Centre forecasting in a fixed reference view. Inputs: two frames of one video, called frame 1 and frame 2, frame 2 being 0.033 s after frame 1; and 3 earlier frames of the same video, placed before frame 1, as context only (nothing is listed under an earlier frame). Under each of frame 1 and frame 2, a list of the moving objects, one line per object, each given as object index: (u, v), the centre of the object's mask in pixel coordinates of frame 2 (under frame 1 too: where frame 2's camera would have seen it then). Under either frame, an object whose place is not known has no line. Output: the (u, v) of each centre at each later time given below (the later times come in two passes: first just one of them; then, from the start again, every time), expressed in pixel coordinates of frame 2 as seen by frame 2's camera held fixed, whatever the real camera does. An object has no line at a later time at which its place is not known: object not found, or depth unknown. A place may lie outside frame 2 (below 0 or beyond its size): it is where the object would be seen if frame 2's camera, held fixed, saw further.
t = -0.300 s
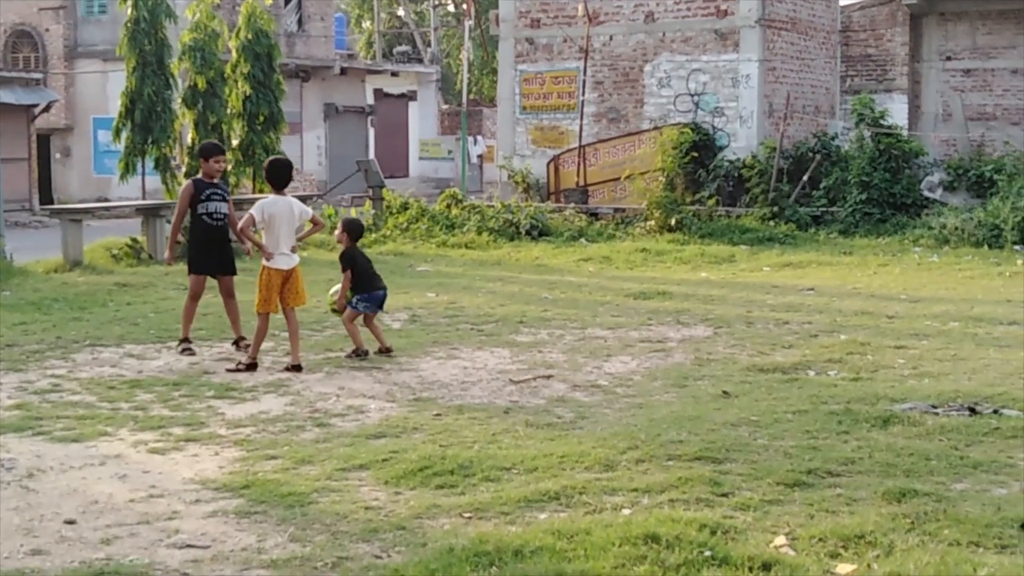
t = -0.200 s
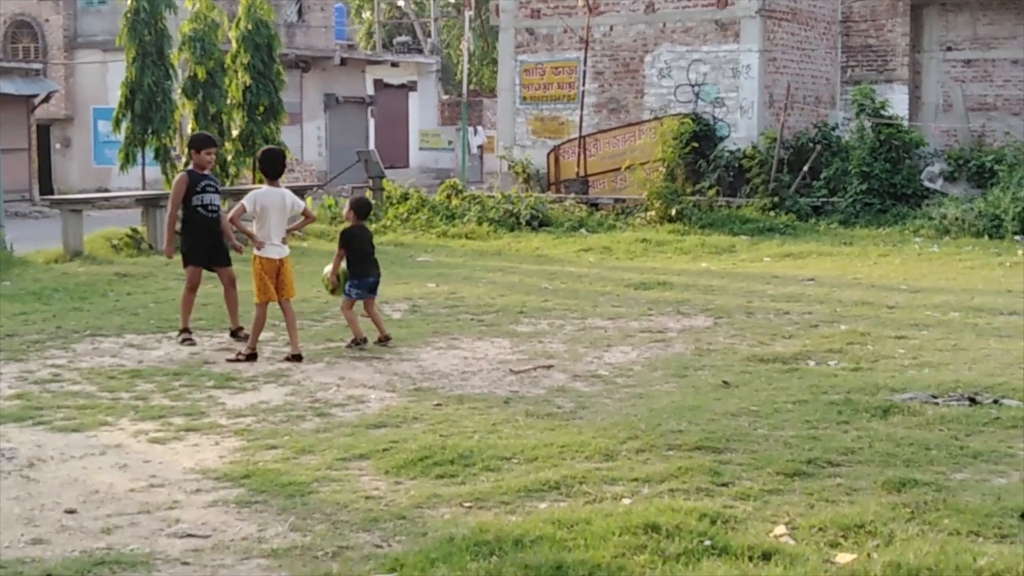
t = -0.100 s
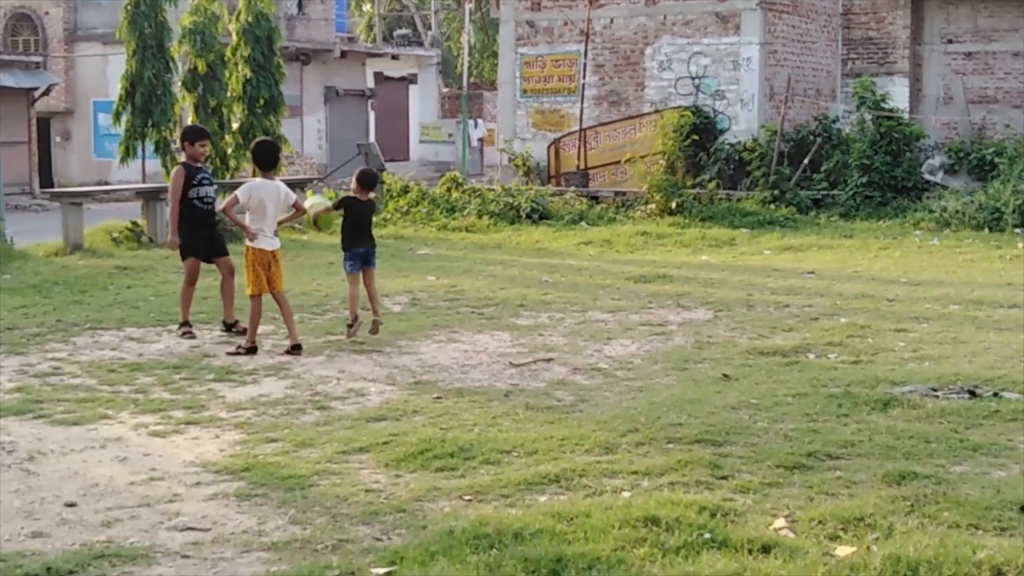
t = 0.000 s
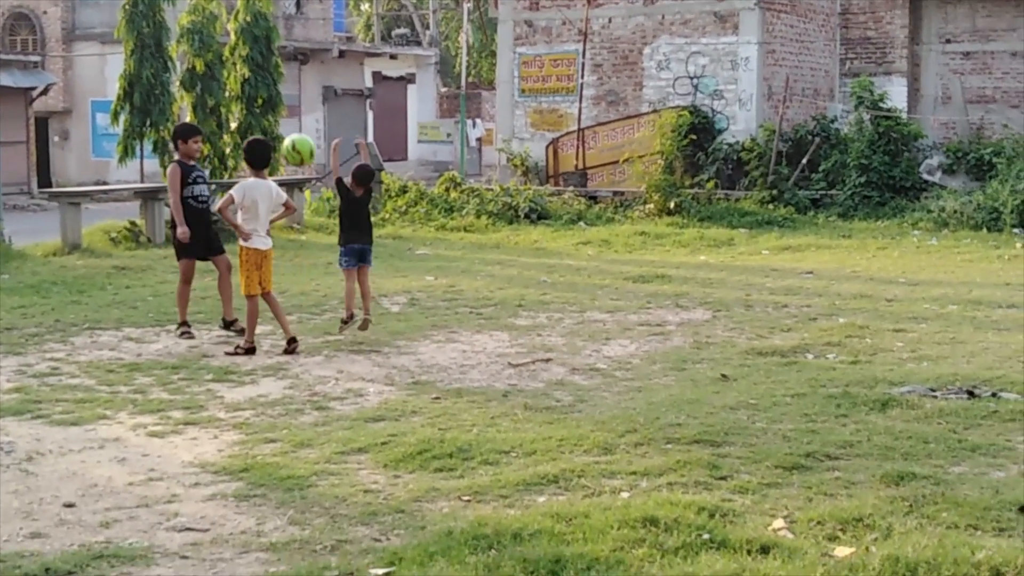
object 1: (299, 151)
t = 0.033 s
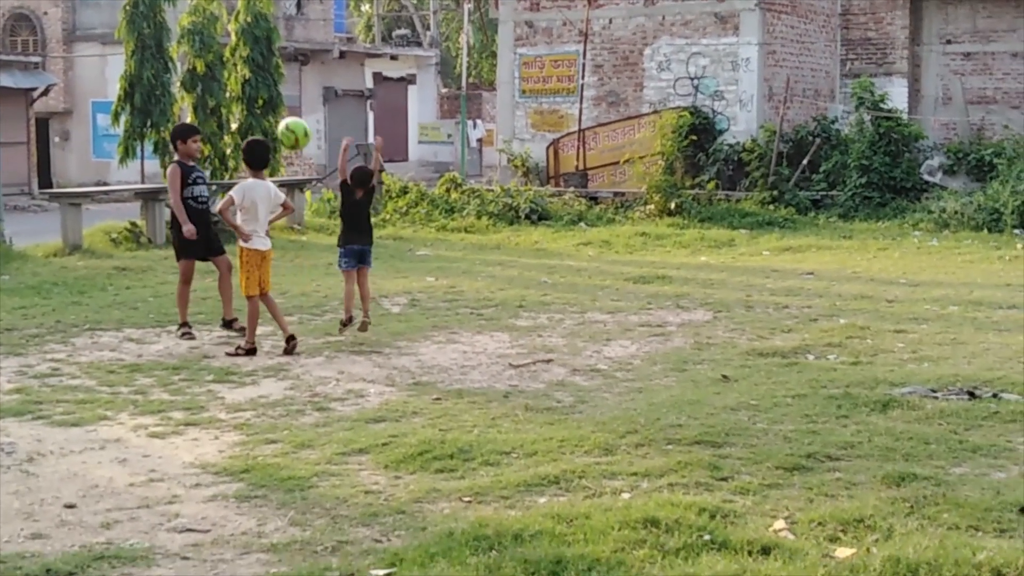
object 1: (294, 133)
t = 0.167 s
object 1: (272, 83)
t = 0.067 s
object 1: (288, 118)
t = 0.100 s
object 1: (283, 104)
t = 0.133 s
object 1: (277, 93)
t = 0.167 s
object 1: (272, 83)
